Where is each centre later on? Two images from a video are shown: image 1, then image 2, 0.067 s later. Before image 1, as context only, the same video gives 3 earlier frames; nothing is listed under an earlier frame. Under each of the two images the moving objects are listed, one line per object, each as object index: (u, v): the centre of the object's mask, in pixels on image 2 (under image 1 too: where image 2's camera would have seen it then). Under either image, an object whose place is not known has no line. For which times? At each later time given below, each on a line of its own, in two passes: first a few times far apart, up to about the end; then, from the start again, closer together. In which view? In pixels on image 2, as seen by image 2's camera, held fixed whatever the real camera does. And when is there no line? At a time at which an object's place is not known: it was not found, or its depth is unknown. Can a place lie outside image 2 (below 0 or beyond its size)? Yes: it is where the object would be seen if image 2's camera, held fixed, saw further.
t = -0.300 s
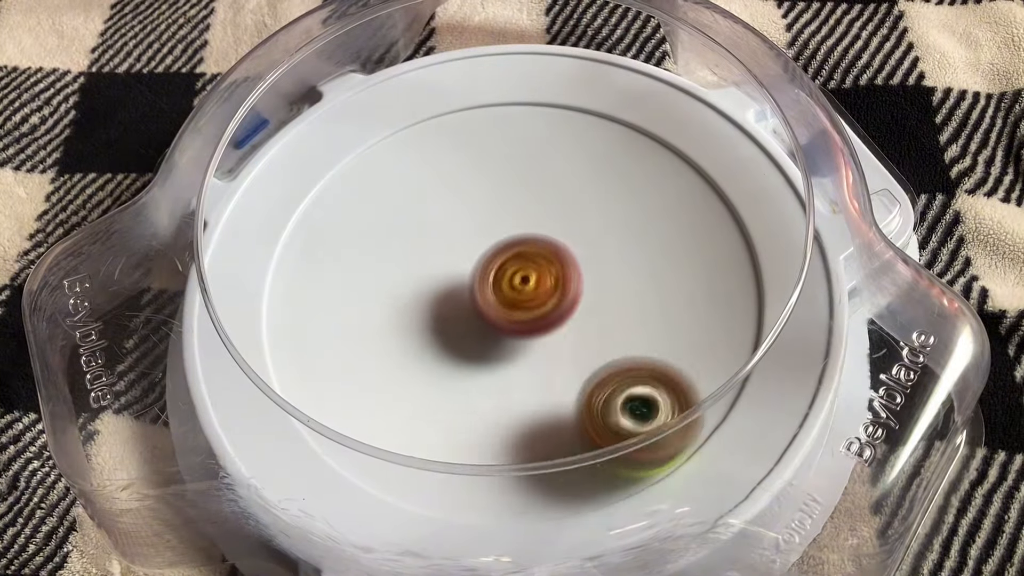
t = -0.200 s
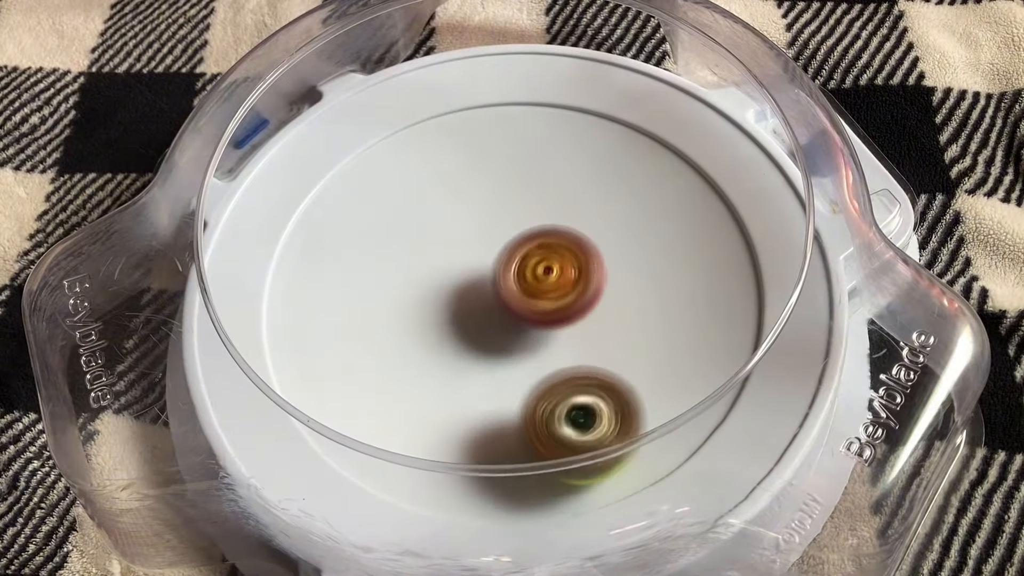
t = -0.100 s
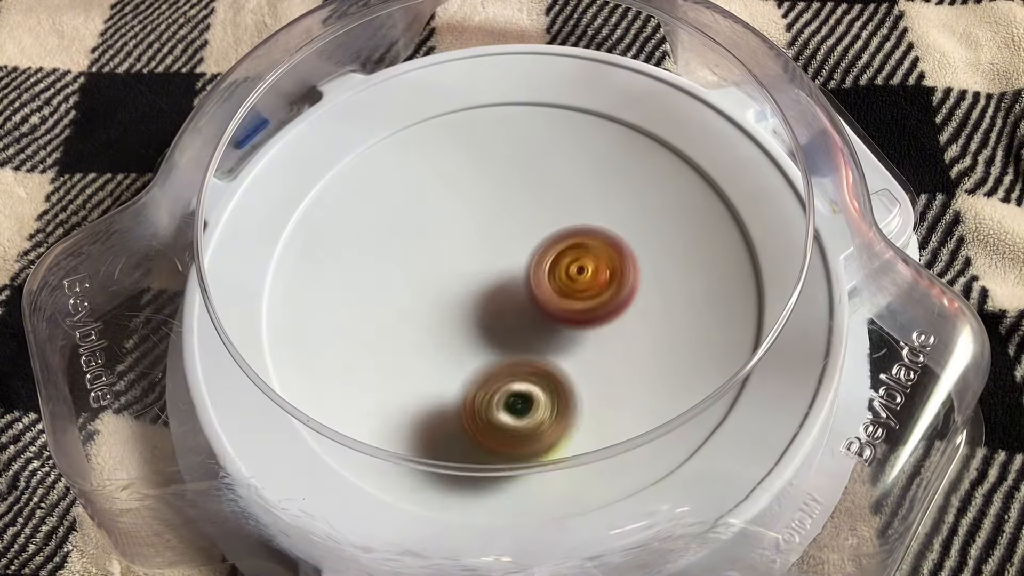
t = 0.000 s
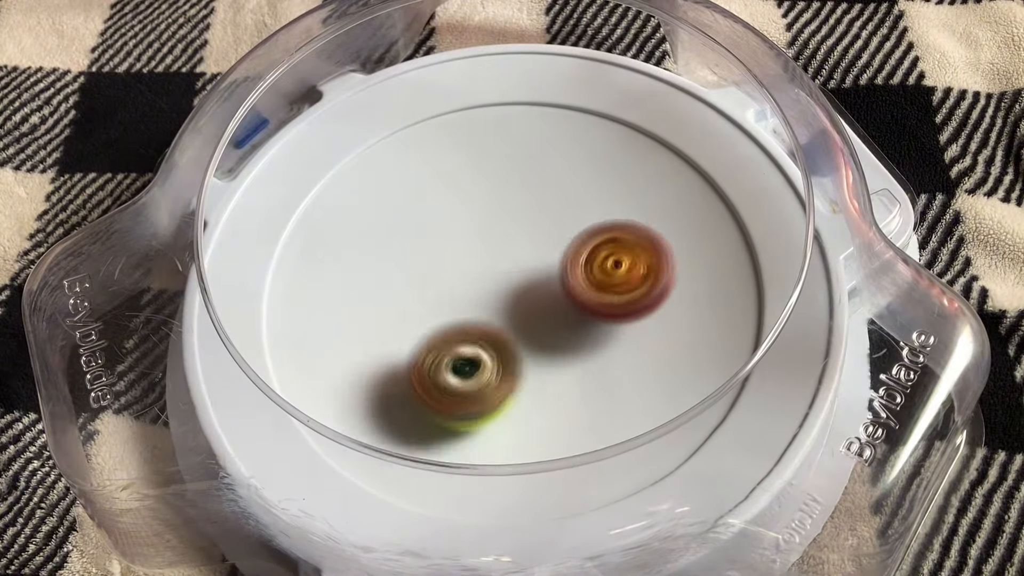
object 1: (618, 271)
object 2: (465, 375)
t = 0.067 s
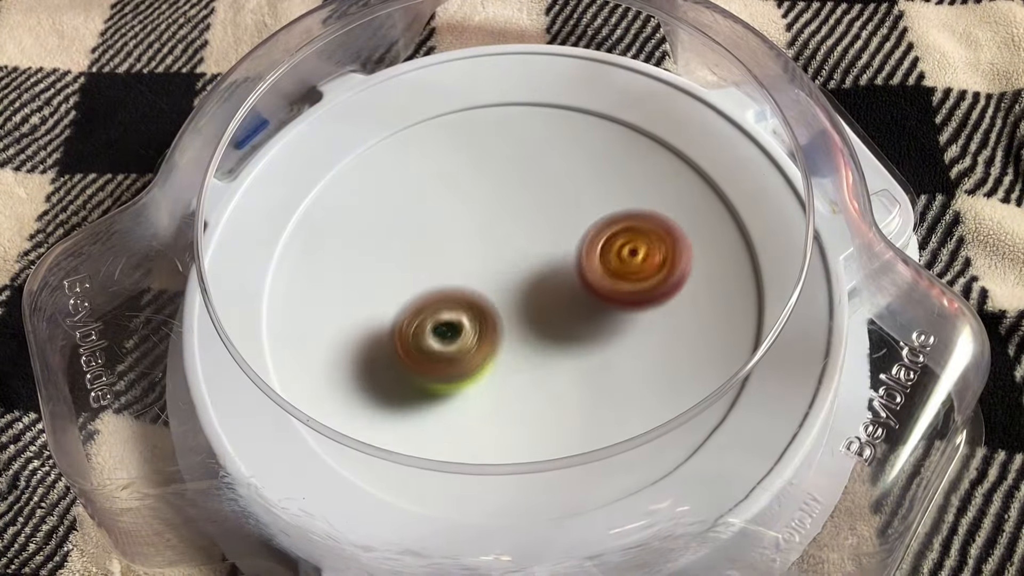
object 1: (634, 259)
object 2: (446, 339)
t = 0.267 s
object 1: (580, 216)
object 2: (466, 233)
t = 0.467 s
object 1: (698, 165)
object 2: (325, 203)
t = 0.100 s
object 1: (638, 250)
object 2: (443, 321)
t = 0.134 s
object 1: (636, 242)
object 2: (441, 302)
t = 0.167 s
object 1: (630, 233)
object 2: (444, 284)
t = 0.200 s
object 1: (619, 224)
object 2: (448, 265)
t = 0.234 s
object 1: (601, 219)
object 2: (457, 248)
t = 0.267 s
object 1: (580, 216)
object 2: (466, 233)
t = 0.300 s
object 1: (613, 205)
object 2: (421, 223)
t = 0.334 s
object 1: (652, 190)
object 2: (372, 216)
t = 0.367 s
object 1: (681, 175)
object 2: (335, 204)
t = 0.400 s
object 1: (703, 161)
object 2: (307, 193)
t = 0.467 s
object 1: (698, 165)
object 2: (325, 203)
